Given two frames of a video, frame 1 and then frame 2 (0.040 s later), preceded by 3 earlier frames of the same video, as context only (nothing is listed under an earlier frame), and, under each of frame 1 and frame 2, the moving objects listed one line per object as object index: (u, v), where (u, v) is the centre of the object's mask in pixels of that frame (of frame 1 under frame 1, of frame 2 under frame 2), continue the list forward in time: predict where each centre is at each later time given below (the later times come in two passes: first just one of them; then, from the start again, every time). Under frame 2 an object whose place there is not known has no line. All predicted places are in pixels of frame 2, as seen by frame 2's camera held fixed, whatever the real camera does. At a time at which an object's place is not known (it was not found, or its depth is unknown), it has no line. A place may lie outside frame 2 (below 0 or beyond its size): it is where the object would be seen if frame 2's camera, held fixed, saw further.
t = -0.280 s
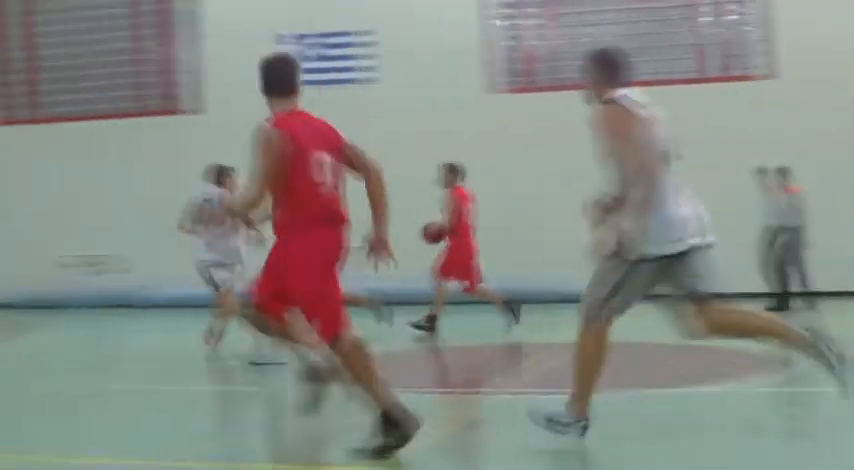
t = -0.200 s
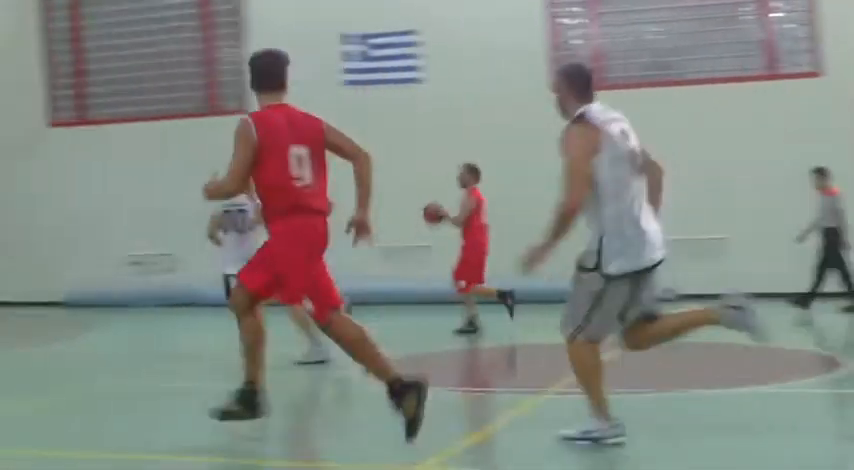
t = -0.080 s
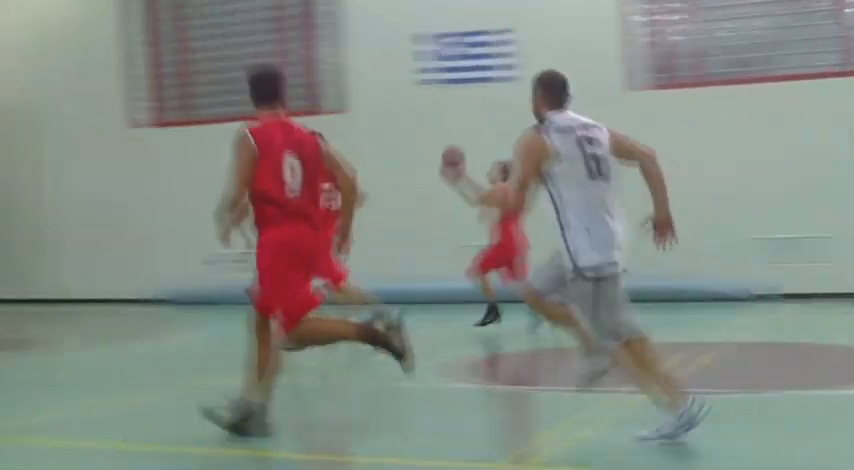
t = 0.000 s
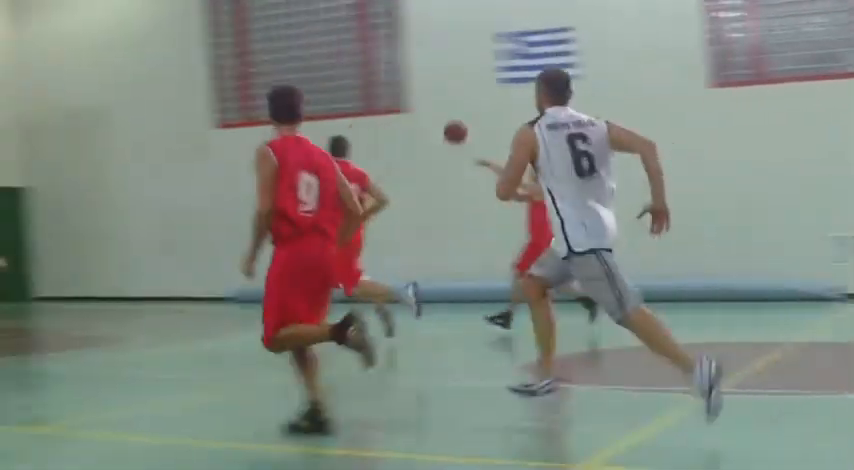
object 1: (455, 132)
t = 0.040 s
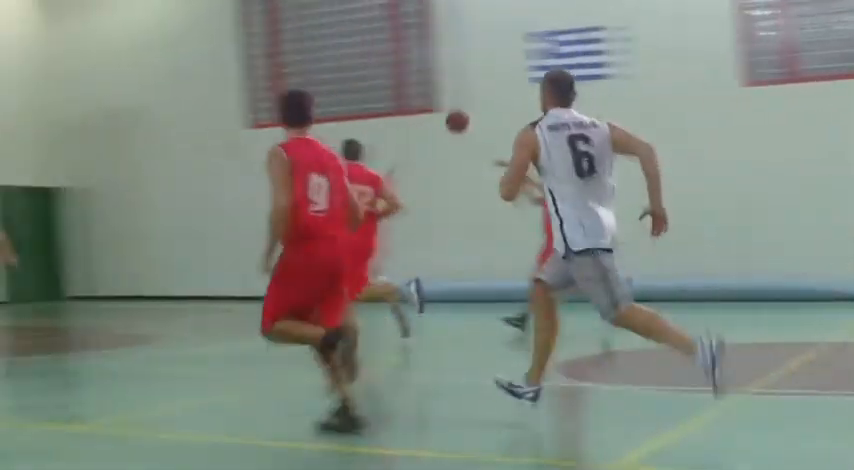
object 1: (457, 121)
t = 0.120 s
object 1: (404, 97)
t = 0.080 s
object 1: (430, 112)
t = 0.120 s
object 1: (404, 97)
